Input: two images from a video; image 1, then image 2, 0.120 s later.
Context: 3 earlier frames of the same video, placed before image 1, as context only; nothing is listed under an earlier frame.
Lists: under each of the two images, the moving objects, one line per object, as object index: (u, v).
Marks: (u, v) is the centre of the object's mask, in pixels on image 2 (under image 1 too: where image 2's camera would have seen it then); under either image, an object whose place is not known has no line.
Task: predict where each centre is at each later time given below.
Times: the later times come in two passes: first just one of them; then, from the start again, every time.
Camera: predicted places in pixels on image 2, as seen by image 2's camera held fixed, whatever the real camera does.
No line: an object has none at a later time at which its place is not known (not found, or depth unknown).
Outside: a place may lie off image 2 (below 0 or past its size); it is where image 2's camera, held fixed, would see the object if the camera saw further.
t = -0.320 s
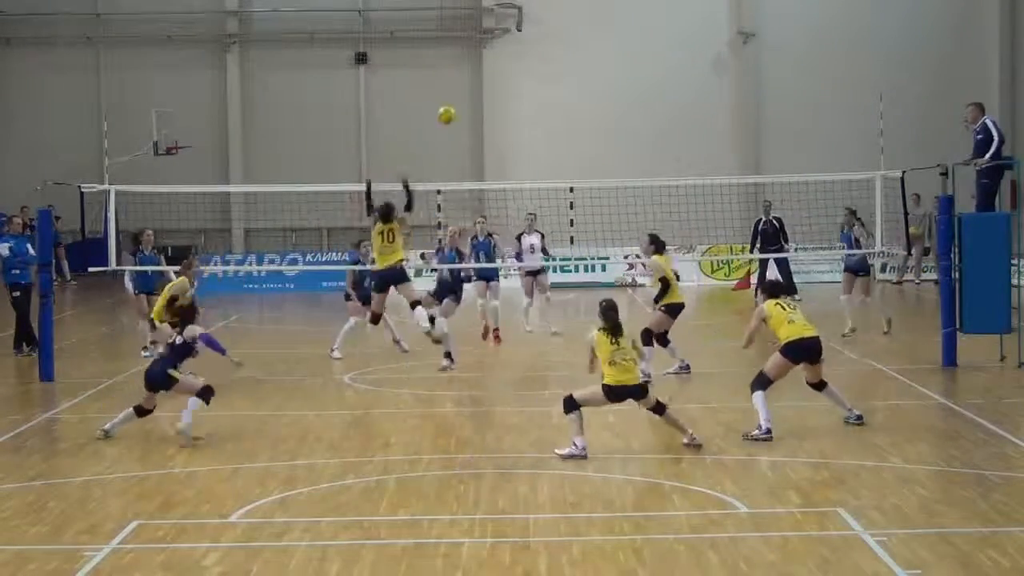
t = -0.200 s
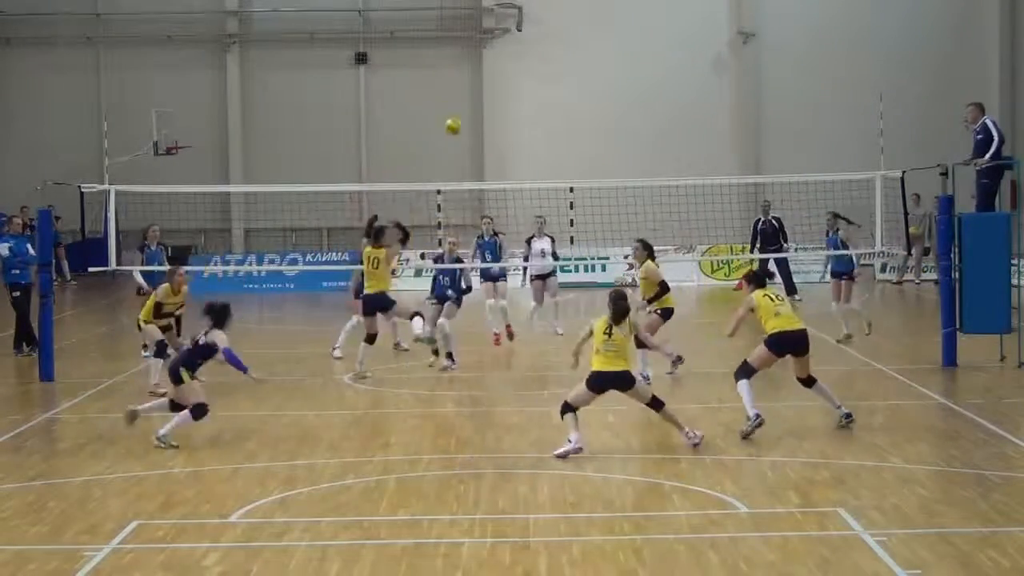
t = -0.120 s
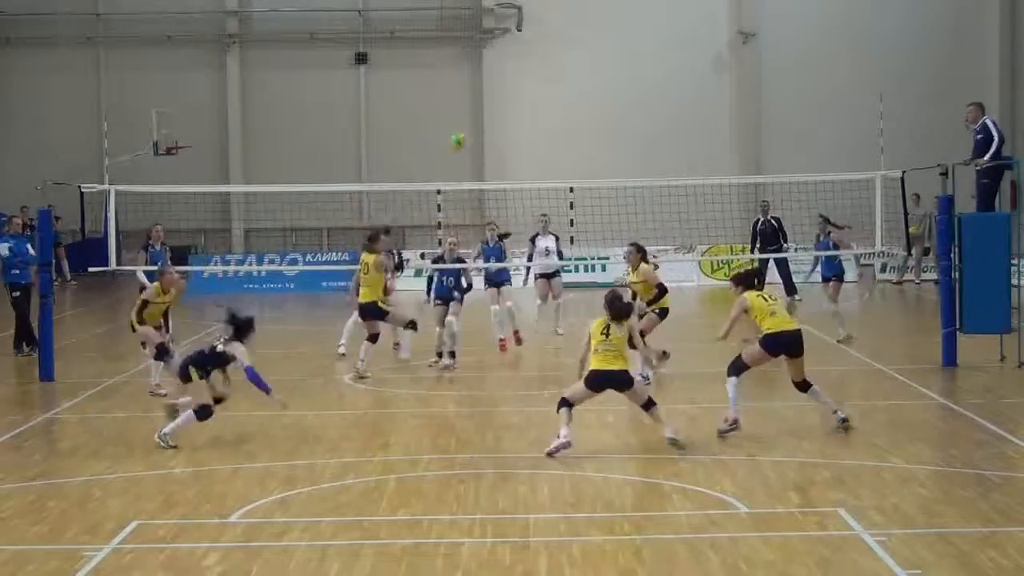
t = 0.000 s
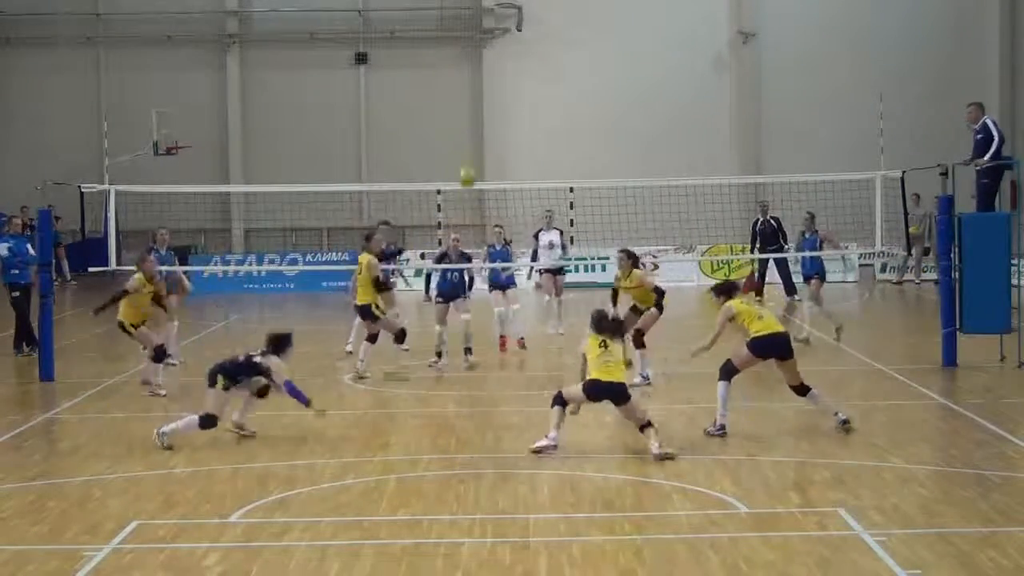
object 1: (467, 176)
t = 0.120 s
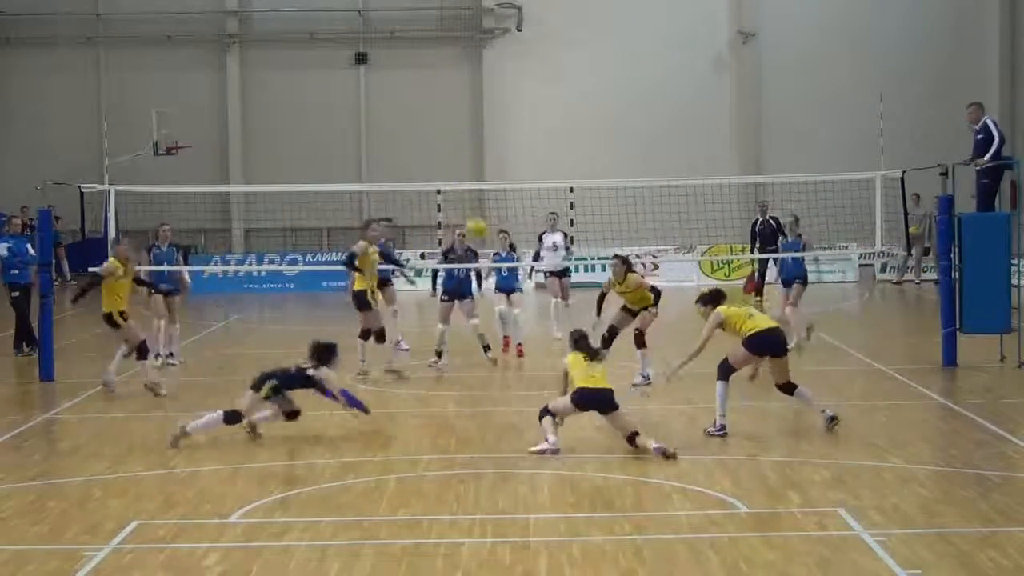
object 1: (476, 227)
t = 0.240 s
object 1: (484, 295)
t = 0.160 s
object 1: (478, 247)
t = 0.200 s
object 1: (483, 270)
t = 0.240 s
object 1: (484, 295)
